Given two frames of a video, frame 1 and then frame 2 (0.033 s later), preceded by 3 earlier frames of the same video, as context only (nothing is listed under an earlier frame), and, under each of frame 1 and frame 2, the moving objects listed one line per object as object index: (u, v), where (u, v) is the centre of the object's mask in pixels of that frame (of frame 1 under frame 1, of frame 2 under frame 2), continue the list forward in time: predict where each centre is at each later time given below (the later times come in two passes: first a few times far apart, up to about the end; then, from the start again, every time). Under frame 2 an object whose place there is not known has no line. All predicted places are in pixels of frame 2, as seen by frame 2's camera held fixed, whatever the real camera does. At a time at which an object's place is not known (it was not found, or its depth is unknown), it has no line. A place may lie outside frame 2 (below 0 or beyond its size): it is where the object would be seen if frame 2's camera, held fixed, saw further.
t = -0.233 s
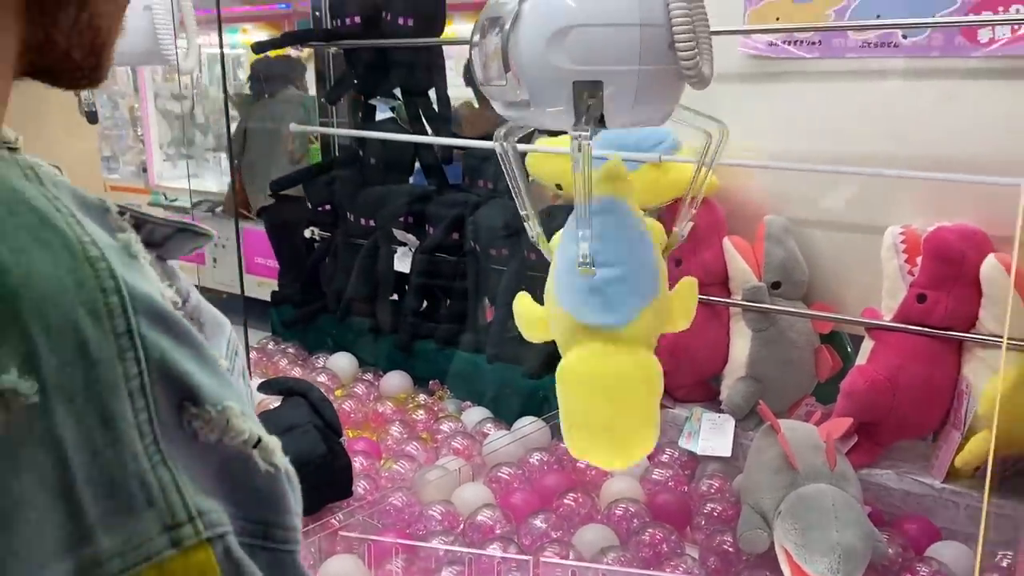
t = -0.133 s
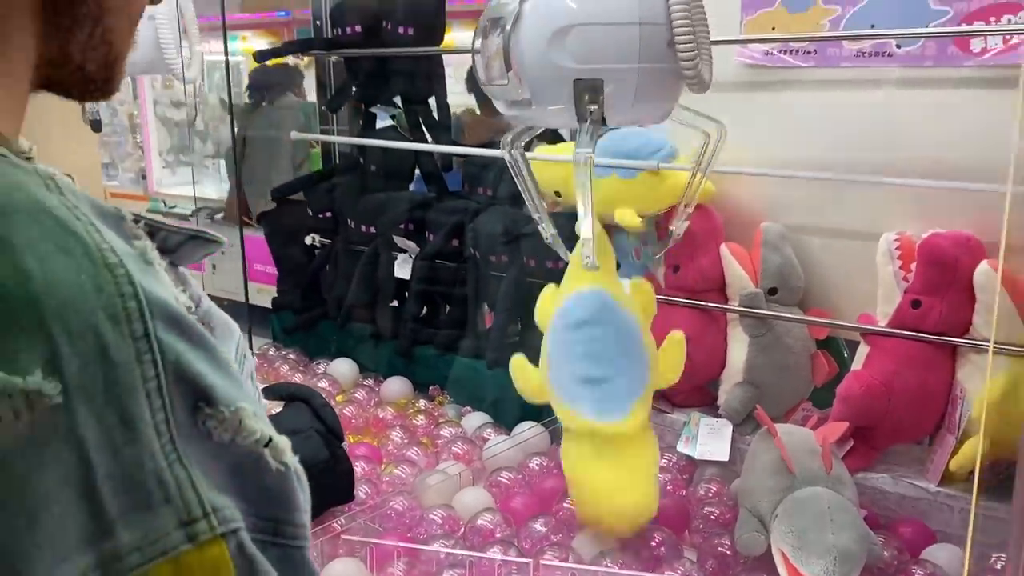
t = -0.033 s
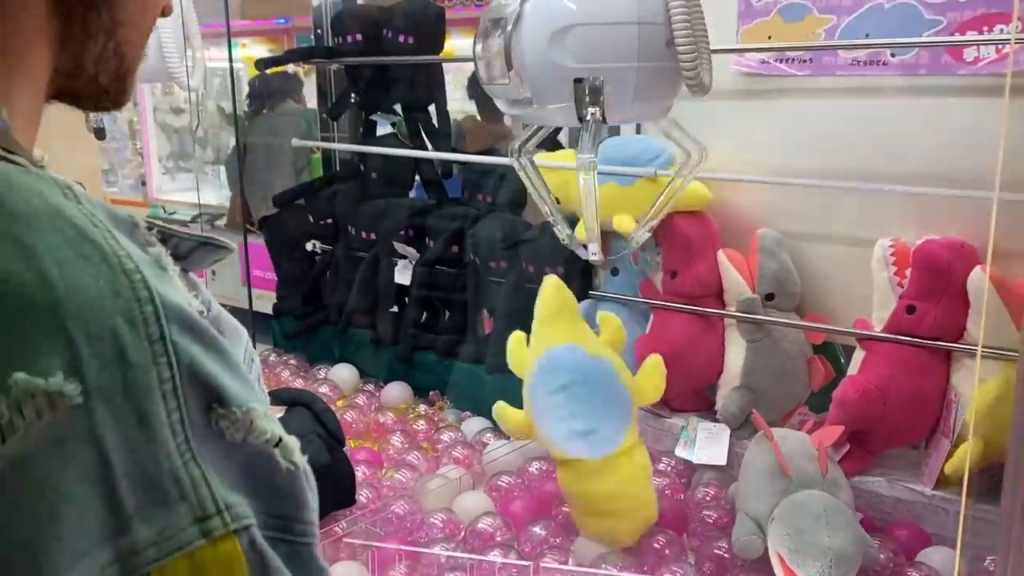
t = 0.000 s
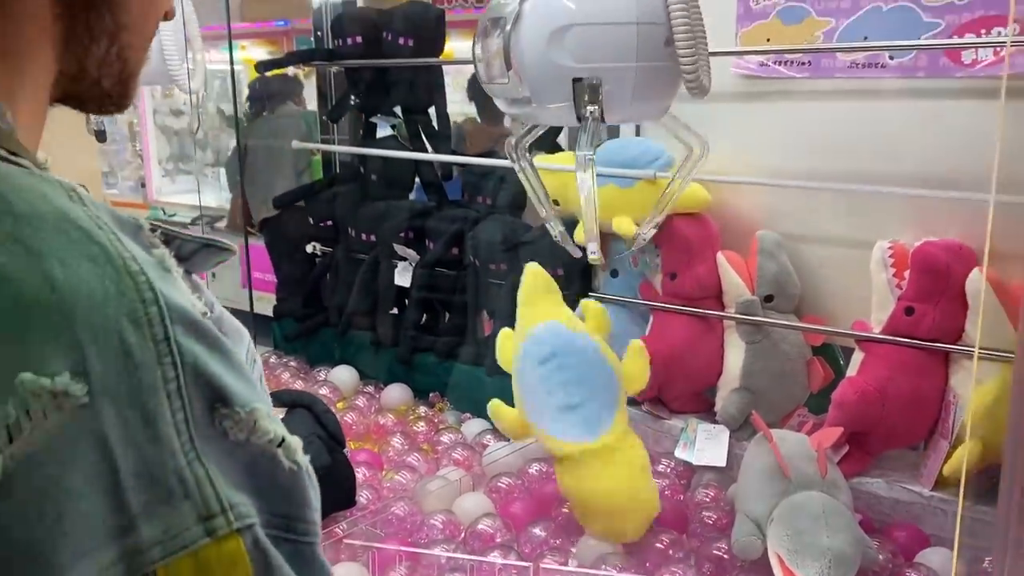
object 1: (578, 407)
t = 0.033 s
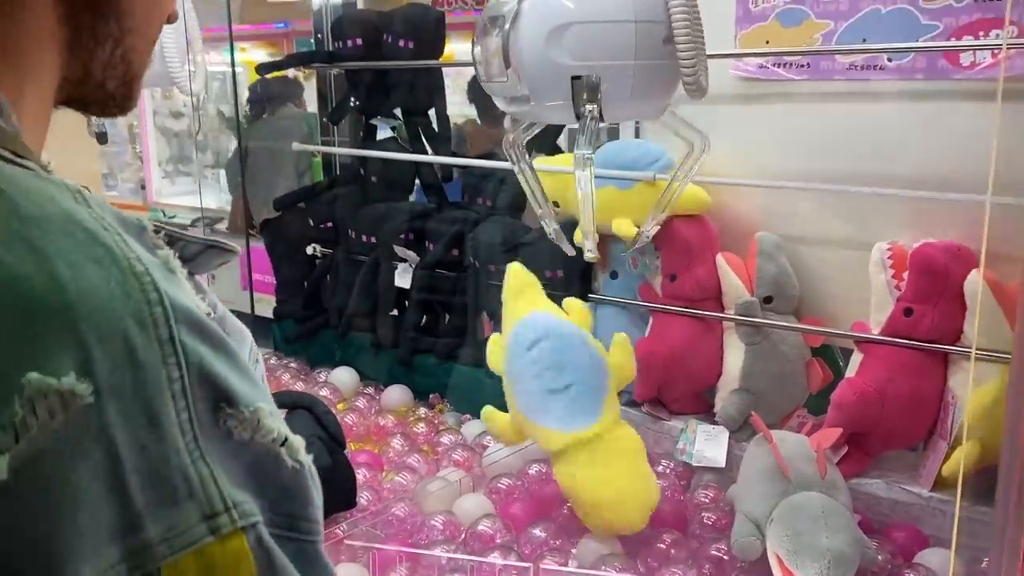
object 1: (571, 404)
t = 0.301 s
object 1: (538, 449)
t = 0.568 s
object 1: (556, 446)
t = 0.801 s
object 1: (549, 451)
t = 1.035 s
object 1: (549, 451)
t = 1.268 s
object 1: (549, 452)
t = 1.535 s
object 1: (548, 451)
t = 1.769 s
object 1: (548, 451)
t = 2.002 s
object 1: (548, 450)
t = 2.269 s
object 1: (548, 451)
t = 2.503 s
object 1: (548, 451)
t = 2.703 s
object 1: (547, 450)
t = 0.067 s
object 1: (563, 407)
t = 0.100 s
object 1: (556, 416)
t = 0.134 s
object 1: (549, 430)
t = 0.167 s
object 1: (541, 445)
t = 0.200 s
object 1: (535, 457)
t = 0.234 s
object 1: (533, 462)
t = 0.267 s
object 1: (533, 454)
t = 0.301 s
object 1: (538, 449)
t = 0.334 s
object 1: (542, 448)
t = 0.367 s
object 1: (547, 450)
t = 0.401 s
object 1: (550, 452)
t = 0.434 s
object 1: (551, 447)
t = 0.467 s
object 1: (553, 445)
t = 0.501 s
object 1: (555, 446)
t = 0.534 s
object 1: (556, 445)
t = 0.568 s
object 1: (556, 446)
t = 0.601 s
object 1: (555, 446)
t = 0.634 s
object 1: (554, 447)
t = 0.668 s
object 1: (552, 448)
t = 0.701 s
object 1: (551, 449)
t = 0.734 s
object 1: (551, 450)
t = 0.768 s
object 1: (550, 451)
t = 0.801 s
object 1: (549, 451)
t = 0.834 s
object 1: (549, 452)
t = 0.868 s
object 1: (549, 452)
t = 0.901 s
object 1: (548, 452)
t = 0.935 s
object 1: (549, 452)
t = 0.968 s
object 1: (549, 452)
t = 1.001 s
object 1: (549, 451)
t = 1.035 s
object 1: (549, 451)
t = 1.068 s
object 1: (549, 452)
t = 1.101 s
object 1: (549, 452)
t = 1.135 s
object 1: (549, 452)
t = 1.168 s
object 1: (549, 452)
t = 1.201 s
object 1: (549, 452)
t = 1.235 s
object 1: (549, 452)
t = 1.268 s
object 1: (549, 452)
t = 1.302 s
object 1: (549, 452)
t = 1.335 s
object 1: (549, 452)
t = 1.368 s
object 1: (549, 452)
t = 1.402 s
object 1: (549, 452)
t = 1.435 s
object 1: (549, 451)
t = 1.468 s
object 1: (549, 451)
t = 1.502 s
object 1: (548, 451)
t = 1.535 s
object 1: (548, 451)
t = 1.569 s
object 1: (548, 451)
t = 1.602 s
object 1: (548, 451)
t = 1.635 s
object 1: (548, 451)
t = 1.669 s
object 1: (548, 451)
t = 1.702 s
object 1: (548, 451)
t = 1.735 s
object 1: (549, 451)
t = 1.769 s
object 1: (548, 451)
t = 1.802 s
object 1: (548, 451)
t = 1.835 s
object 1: (548, 451)
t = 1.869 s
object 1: (548, 451)
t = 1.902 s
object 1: (548, 451)
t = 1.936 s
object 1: (548, 451)
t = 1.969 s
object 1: (548, 451)
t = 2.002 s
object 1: (548, 450)
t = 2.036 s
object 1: (548, 450)
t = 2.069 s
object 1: (548, 450)
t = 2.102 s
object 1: (548, 451)
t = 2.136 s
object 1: (548, 451)
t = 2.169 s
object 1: (548, 451)
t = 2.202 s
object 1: (548, 450)
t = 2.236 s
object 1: (548, 451)
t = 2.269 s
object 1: (548, 451)
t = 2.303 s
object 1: (548, 450)
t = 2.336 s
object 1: (548, 450)
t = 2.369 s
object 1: (548, 450)
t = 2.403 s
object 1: (548, 450)
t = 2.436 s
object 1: (548, 450)
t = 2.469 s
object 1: (548, 450)
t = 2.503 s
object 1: (548, 451)
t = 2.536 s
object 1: (548, 450)
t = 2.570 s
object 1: (548, 450)
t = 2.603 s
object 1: (548, 450)
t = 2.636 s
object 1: (548, 450)
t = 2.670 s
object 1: (547, 450)
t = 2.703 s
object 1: (547, 450)
